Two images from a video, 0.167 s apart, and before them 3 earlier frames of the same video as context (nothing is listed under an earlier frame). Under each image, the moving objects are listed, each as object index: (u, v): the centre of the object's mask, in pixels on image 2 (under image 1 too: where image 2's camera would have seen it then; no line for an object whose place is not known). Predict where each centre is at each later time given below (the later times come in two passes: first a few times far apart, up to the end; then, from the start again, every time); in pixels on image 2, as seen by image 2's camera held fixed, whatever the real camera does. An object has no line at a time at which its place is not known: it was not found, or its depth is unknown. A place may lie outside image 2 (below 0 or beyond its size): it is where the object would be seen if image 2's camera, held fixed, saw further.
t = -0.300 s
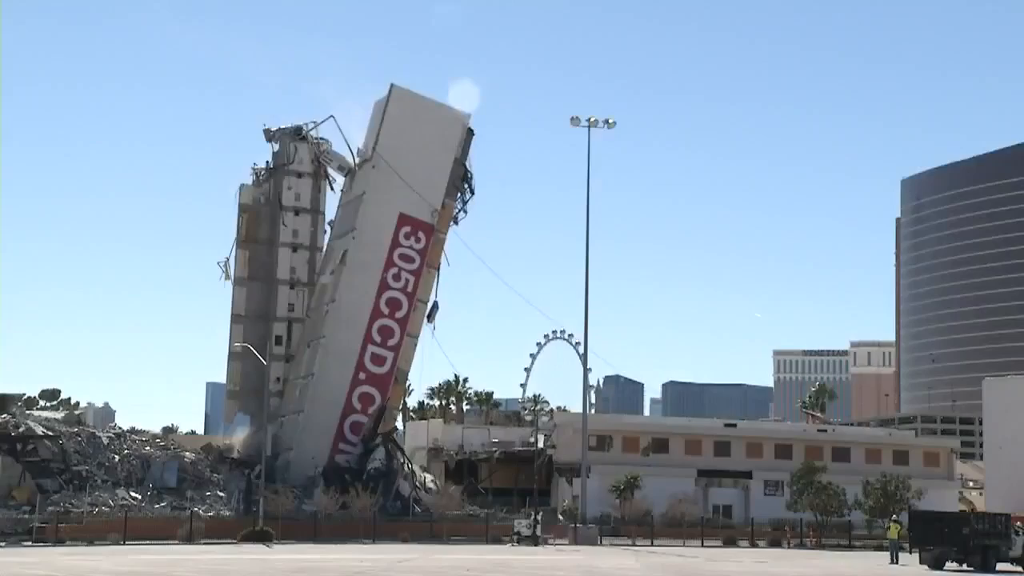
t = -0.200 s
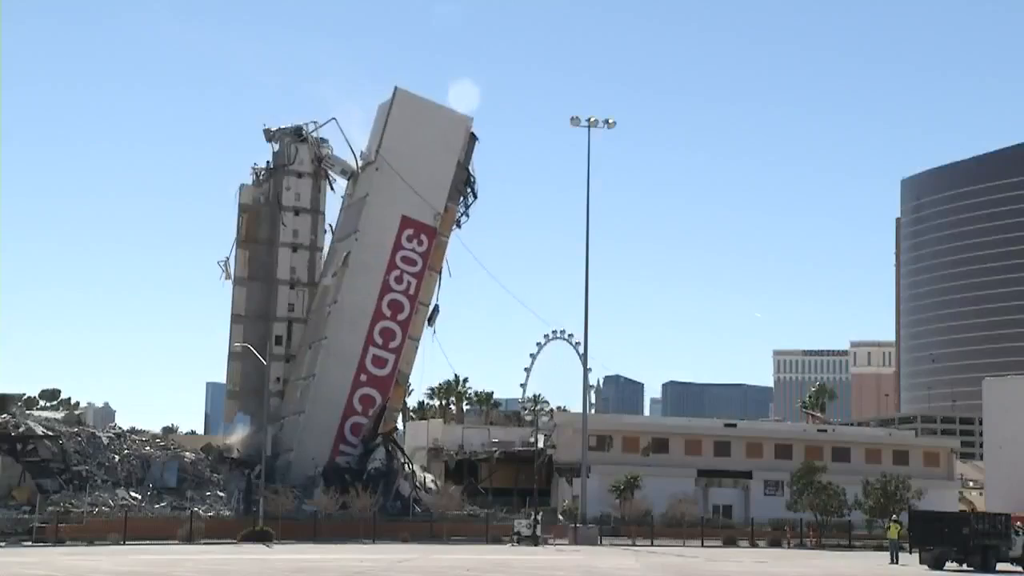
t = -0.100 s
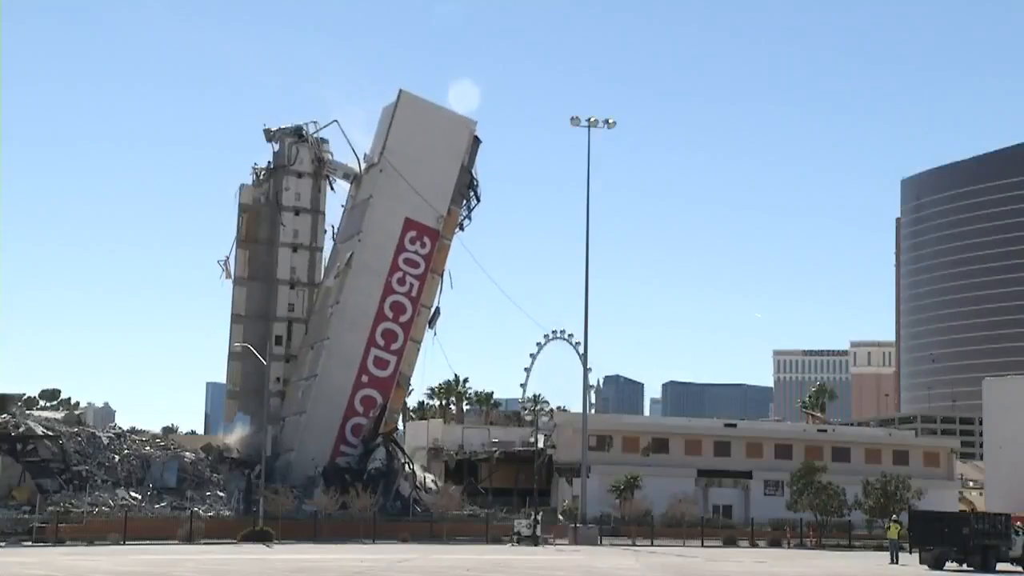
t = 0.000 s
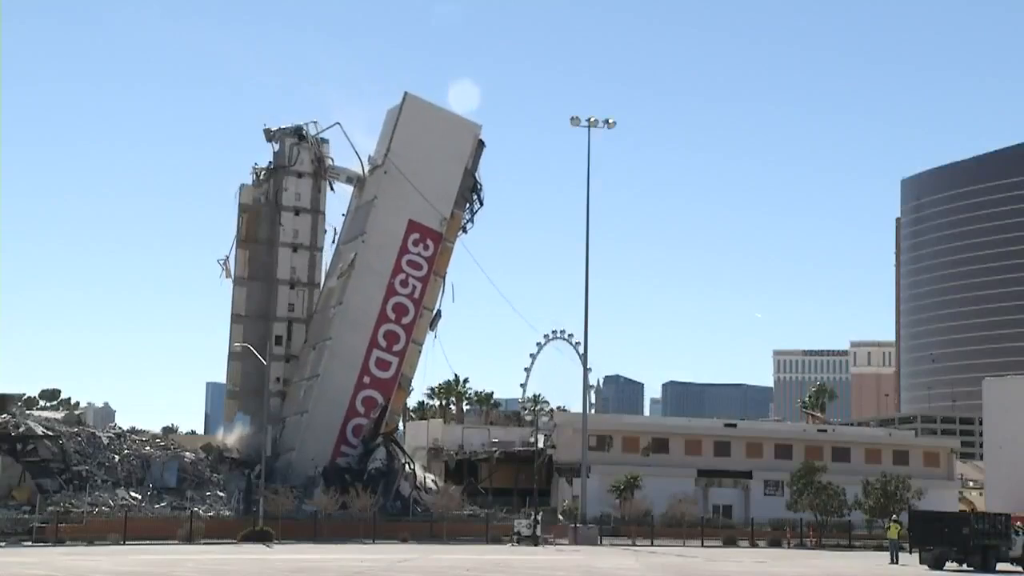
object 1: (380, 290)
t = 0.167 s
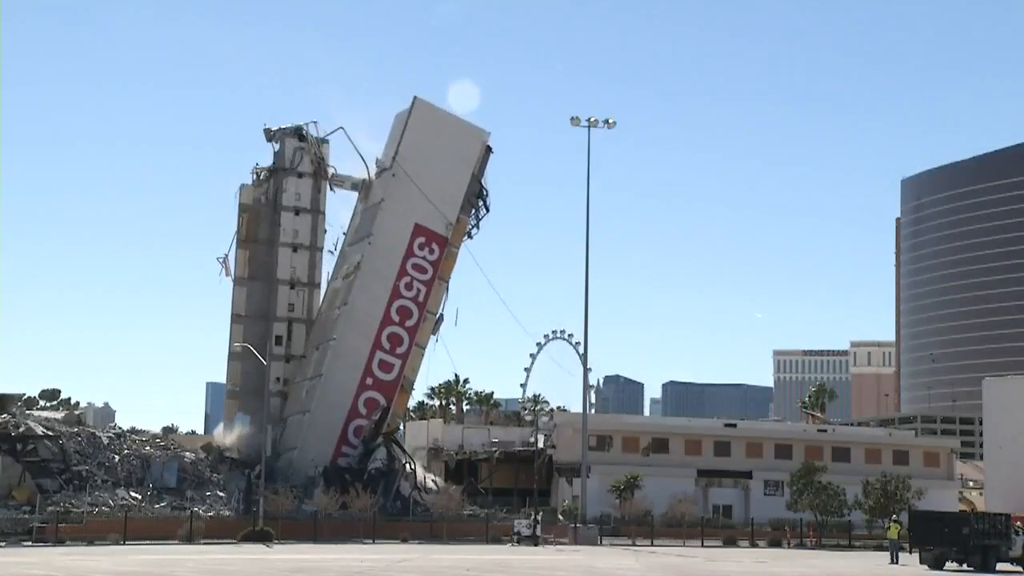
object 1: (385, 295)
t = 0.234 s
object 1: (386, 295)
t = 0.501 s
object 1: (393, 300)
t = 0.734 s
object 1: (400, 303)
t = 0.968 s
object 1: (408, 307)
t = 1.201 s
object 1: (418, 314)
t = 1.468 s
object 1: (431, 324)
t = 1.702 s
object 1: (444, 333)
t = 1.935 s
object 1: (455, 345)
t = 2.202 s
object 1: (459, 366)
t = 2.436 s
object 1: (460, 387)
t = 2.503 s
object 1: (459, 392)
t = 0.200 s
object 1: (386, 295)
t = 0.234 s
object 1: (386, 295)
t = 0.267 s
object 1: (387, 296)
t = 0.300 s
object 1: (388, 296)
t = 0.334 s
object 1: (389, 297)
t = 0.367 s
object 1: (390, 298)
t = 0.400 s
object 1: (391, 298)
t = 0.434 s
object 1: (391, 299)
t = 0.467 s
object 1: (392, 299)
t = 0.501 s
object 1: (393, 300)
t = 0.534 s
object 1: (394, 298)
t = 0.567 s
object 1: (395, 299)
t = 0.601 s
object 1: (396, 299)
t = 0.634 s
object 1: (397, 303)
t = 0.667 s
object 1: (398, 303)
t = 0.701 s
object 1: (399, 303)
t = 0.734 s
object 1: (400, 303)
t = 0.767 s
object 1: (401, 304)
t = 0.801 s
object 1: (403, 303)
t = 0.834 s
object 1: (404, 304)
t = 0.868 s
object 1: (405, 304)
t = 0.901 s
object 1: (405, 306)
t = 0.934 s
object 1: (407, 308)
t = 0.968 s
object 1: (408, 307)
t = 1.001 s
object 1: (409, 311)
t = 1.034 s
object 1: (411, 309)
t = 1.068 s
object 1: (412, 312)
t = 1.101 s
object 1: (414, 311)
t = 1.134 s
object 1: (415, 312)
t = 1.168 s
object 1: (417, 313)
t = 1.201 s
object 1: (418, 314)
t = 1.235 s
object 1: (418, 319)
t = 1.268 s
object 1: (421, 317)
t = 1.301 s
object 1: (423, 318)
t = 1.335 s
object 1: (424, 321)
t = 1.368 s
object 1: (426, 323)
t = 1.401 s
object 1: (428, 321)
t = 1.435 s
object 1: (429, 323)
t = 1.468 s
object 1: (431, 324)
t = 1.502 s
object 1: (433, 325)
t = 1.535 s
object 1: (435, 326)
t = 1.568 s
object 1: (436, 327)
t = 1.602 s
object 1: (438, 329)
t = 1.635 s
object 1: (440, 330)
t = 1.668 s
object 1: (442, 331)
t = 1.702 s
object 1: (444, 333)
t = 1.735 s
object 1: (446, 334)
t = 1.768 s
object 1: (447, 336)
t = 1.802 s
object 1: (449, 338)
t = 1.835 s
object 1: (450, 340)
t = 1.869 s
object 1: (451, 341)
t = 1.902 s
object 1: (453, 344)
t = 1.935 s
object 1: (455, 345)
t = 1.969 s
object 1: (458, 346)
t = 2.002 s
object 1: (459, 348)
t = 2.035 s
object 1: (461, 351)
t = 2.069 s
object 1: (458, 355)
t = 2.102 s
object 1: (458, 358)
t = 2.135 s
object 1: (459, 360)
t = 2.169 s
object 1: (459, 363)
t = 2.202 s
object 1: (459, 366)
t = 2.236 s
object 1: (460, 369)
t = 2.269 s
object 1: (460, 372)
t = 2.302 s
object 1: (460, 375)
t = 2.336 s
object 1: (460, 378)
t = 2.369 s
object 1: (460, 381)
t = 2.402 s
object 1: (460, 384)
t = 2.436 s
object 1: (460, 387)
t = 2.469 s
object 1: (460, 390)
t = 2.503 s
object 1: (459, 392)
